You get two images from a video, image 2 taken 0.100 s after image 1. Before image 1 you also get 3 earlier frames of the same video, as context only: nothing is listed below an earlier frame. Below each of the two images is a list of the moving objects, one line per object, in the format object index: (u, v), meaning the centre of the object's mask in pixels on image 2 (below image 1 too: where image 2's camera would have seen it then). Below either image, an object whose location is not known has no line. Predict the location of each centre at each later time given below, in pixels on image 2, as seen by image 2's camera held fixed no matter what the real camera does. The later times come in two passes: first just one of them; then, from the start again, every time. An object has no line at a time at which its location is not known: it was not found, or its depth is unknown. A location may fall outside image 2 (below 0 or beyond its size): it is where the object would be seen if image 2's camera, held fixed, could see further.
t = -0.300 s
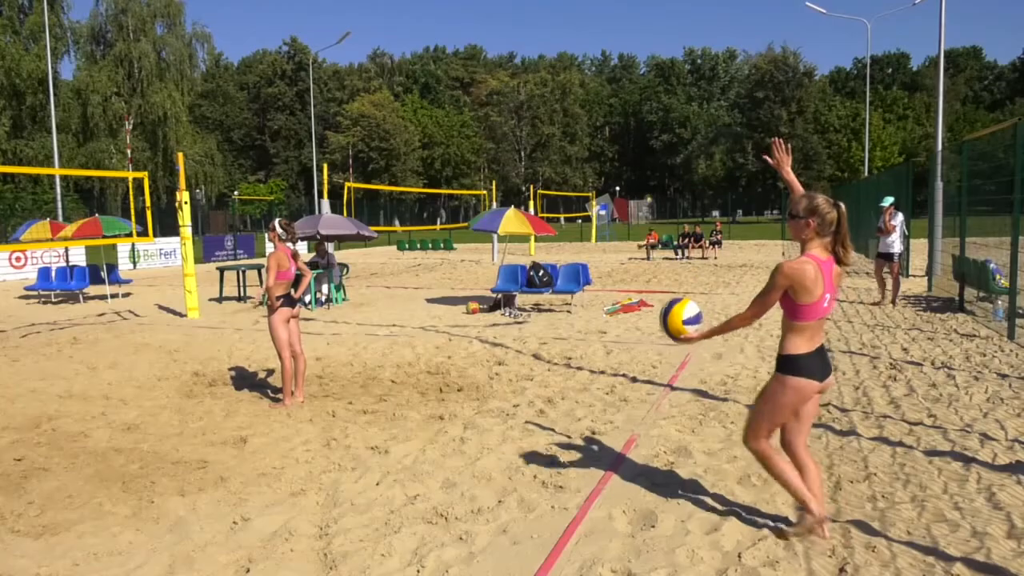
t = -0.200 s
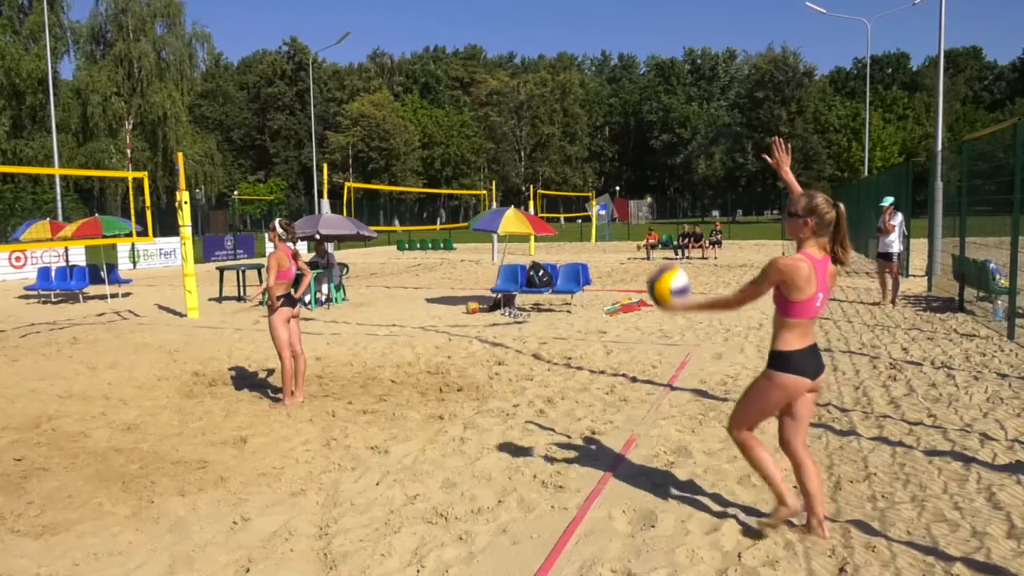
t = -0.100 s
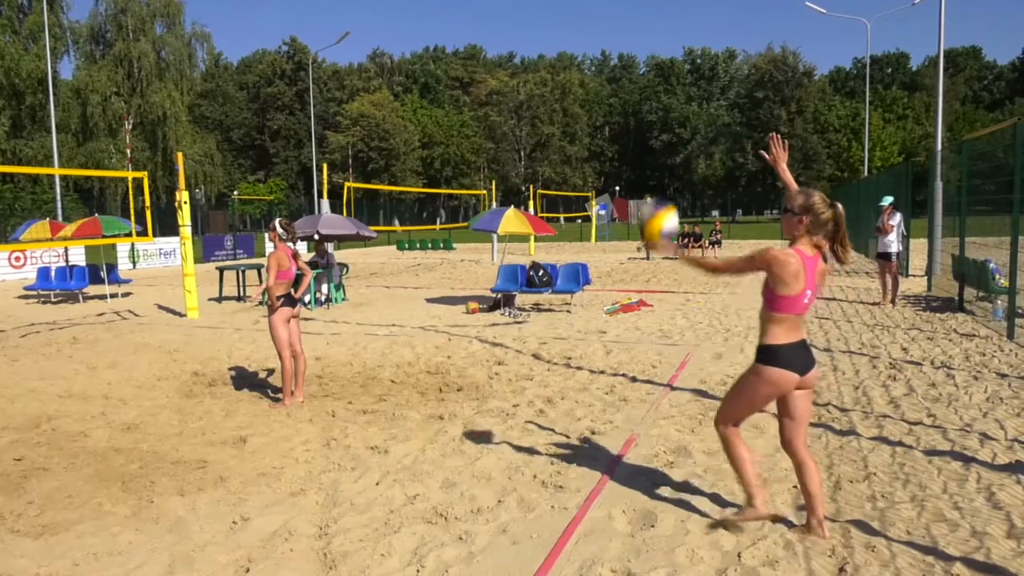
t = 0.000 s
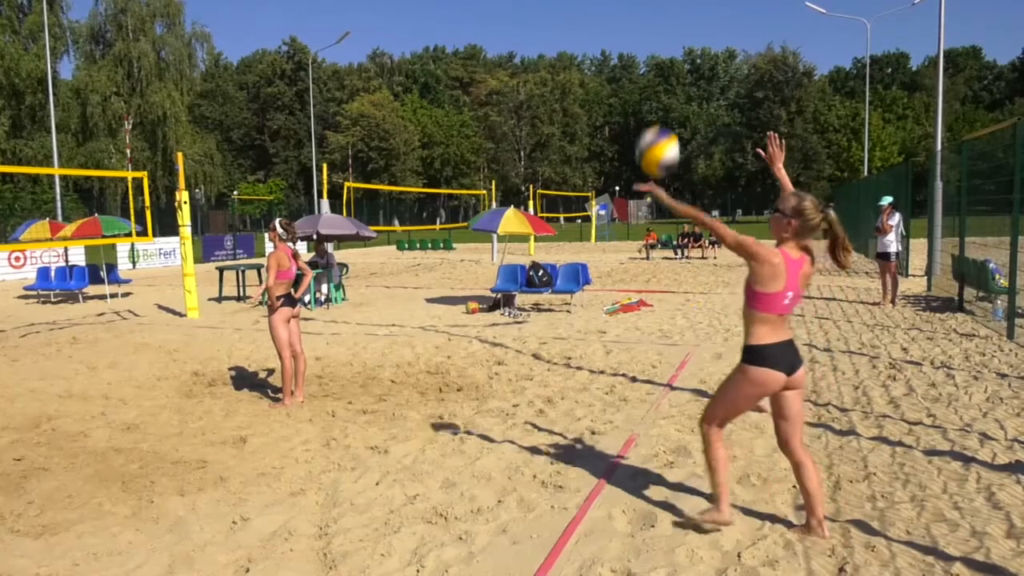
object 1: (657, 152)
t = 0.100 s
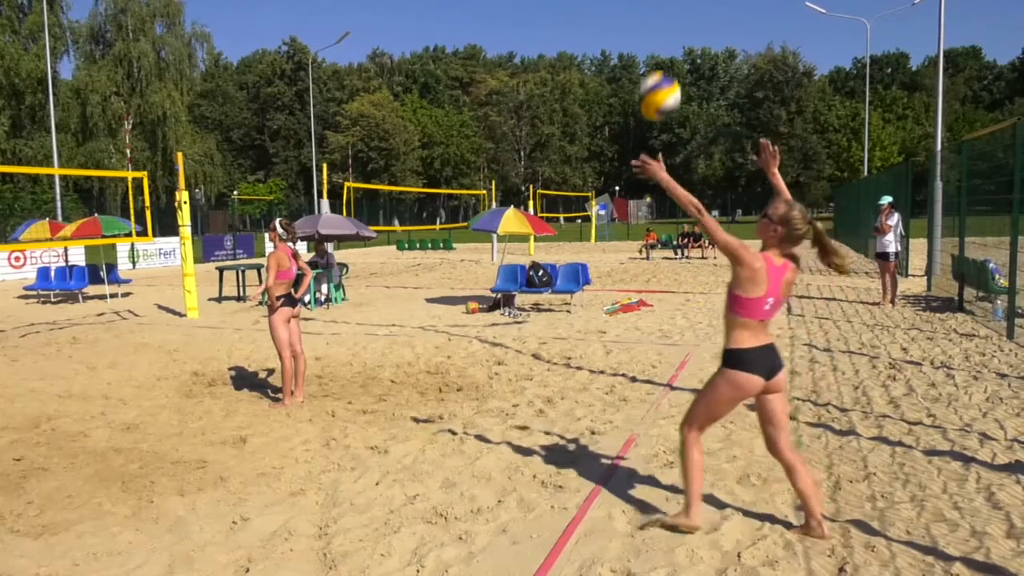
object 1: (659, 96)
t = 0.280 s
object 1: (661, 46)
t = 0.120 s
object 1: (659, 87)
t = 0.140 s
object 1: (660, 80)
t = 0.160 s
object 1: (660, 73)
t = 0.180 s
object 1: (660, 66)
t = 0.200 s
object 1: (660, 60)
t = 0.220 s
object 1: (660, 55)
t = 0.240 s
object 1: (660, 52)
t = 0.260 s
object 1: (660, 49)
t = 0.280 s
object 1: (661, 46)
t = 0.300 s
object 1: (661, 45)
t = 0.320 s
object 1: (661, 45)
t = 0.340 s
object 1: (661, 44)
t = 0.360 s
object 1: (661, 45)
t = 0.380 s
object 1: (661, 46)
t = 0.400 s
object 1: (662, 48)
